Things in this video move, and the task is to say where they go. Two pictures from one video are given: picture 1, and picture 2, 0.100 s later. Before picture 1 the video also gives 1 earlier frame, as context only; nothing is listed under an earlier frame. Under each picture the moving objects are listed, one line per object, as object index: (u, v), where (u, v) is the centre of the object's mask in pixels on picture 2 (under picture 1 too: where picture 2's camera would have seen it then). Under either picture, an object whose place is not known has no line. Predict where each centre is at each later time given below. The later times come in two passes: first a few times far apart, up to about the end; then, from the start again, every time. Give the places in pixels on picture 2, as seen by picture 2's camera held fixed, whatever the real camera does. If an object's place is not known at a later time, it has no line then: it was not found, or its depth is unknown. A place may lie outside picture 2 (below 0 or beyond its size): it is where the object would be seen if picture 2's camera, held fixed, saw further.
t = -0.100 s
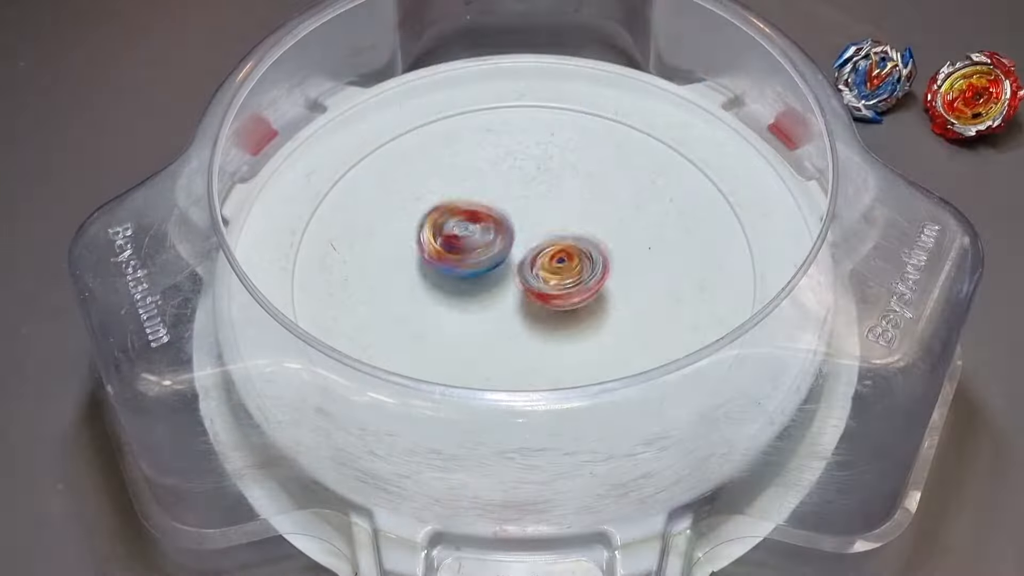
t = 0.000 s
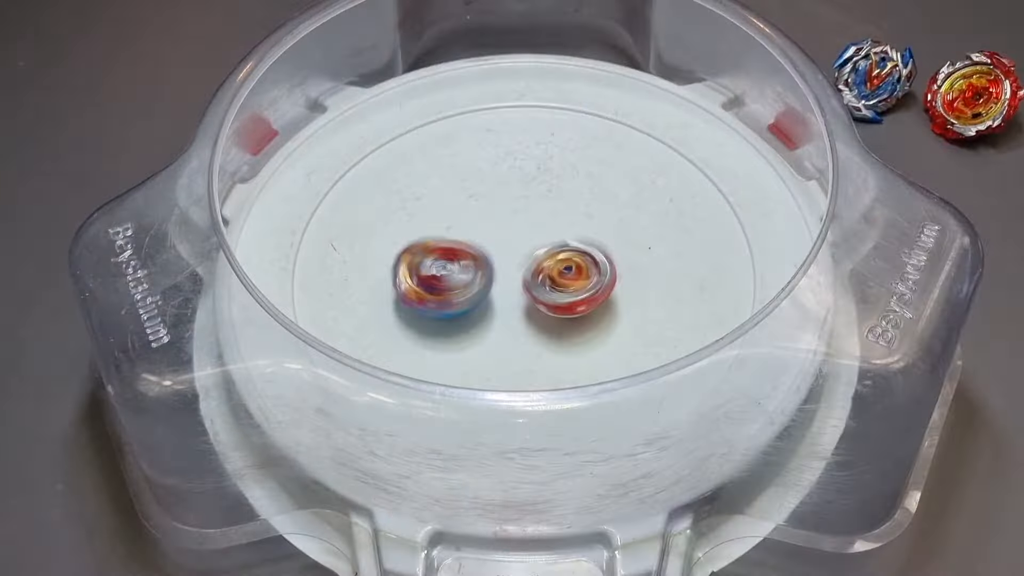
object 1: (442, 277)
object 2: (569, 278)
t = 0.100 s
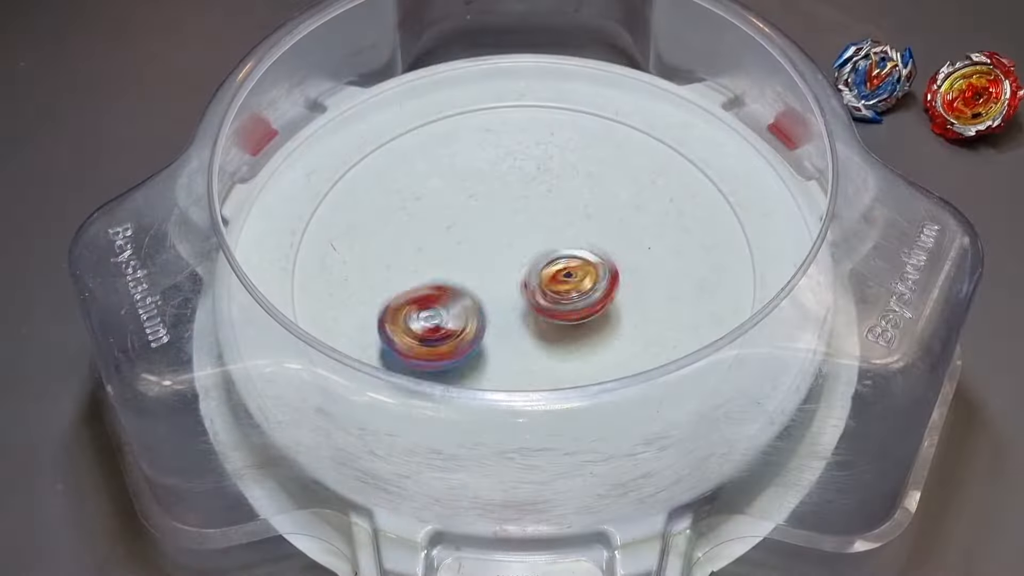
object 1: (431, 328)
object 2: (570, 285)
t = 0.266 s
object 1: (528, 360)
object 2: (571, 284)
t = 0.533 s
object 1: (574, 276)
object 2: (588, 198)
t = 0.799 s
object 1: (394, 273)
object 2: (538, 154)
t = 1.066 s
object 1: (477, 352)
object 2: (502, 186)
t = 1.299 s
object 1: (637, 279)
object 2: (446, 138)
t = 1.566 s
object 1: (671, 205)
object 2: (428, 168)
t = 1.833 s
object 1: (461, 195)
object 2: (506, 267)
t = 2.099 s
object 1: (432, 365)
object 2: (554, 268)
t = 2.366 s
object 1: (661, 327)
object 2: (578, 258)
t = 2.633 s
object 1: (713, 199)
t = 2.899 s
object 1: (484, 208)
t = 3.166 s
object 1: (664, 267)
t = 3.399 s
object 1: (647, 223)
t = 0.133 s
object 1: (441, 342)
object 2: (570, 286)
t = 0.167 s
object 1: (453, 351)
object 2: (571, 288)
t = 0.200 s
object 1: (478, 357)
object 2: (569, 288)
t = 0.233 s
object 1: (503, 358)
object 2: (569, 288)
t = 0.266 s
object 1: (528, 360)
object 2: (571, 284)
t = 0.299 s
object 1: (538, 361)
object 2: (585, 264)
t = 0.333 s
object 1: (551, 380)
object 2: (595, 245)
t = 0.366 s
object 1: (562, 357)
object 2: (601, 231)
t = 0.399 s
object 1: (578, 351)
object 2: (602, 218)
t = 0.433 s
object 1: (587, 338)
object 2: (601, 212)
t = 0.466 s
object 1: (594, 315)
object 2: (597, 208)
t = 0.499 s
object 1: (589, 295)
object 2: (589, 205)
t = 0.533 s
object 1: (574, 276)
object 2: (588, 198)
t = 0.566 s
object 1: (551, 271)
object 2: (588, 184)
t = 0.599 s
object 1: (527, 266)
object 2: (585, 172)
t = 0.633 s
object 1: (499, 258)
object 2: (578, 162)
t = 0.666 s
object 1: (472, 257)
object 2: (569, 156)
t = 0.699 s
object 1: (446, 256)
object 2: (561, 153)
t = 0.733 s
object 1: (425, 257)
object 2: (553, 152)
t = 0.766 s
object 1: (408, 264)
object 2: (545, 153)
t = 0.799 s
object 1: (394, 273)
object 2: (538, 154)
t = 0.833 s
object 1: (384, 282)
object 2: (531, 157)
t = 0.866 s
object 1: (378, 299)
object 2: (524, 160)
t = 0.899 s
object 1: (376, 316)
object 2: (521, 164)
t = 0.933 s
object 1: (384, 328)
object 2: (517, 169)
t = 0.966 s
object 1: (404, 341)
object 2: (514, 174)
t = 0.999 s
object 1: (427, 350)
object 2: (510, 178)
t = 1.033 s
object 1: (451, 354)
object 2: (506, 182)
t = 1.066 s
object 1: (477, 352)
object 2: (502, 186)
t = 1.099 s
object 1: (504, 347)
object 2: (497, 190)
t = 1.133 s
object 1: (523, 334)
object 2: (494, 193)
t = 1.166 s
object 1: (541, 314)
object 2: (494, 197)
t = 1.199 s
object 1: (553, 289)
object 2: (495, 201)
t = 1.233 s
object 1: (565, 265)
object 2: (496, 205)
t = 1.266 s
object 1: (605, 274)
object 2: (468, 169)
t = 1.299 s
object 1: (637, 279)
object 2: (446, 138)
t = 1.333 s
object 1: (666, 281)
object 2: (427, 114)
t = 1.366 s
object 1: (687, 279)
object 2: (415, 97)
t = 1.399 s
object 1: (700, 274)
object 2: (410, 94)
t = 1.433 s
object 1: (704, 264)
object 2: (407, 107)
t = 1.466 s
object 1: (705, 253)
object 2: (411, 121)
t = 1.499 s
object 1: (698, 239)
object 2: (415, 136)
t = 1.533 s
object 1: (687, 222)
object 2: (421, 151)
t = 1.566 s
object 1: (671, 205)
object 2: (428, 168)
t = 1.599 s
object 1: (650, 188)
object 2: (437, 186)
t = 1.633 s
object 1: (626, 175)
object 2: (447, 202)
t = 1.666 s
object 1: (600, 167)
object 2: (459, 217)
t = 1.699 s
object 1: (573, 164)
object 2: (469, 231)
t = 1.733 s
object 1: (545, 165)
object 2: (479, 242)
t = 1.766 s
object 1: (516, 171)
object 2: (488, 252)
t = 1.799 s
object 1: (488, 181)
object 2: (497, 261)
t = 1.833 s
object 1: (461, 195)
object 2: (506, 267)
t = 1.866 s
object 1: (438, 211)
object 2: (514, 271)
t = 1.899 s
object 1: (419, 229)
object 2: (521, 271)
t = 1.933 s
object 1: (406, 249)
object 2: (526, 271)
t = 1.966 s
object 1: (398, 272)
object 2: (532, 271)
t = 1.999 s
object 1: (396, 295)
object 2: (539, 270)
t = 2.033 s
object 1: (401, 320)
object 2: (545, 270)
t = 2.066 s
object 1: (416, 337)
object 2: (550, 268)
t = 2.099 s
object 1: (432, 365)
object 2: (554, 268)
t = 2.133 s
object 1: (456, 381)
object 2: (558, 266)
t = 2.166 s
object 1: (486, 389)
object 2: (560, 264)
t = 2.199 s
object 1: (519, 391)
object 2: (562, 262)
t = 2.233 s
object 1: (550, 390)
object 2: (565, 262)
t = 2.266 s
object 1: (591, 394)
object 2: (567, 262)
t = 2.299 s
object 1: (620, 373)
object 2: (570, 261)
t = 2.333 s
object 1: (644, 355)
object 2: (575, 259)
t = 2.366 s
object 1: (661, 327)
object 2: (578, 258)
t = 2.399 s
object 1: (674, 307)
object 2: (581, 259)
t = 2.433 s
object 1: (690, 287)
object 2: (573, 252)
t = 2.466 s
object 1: (719, 274)
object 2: (543, 233)
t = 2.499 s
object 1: (734, 261)
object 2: (516, 214)
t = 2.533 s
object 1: (745, 247)
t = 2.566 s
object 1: (741, 232)
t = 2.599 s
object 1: (730, 215)
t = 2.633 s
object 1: (713, 199)
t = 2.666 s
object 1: (691, 187)
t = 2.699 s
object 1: (666, 176)
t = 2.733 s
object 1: (637, 171)
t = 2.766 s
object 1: (607, 168)
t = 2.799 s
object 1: (573, 173)
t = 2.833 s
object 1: (544, 181)
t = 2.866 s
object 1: (512, 194)
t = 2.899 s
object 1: (484, 208)
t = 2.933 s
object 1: (459, 226)
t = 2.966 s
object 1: (482, 238)
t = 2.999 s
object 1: (522, 245)
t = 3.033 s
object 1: (560, 256)
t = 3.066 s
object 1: (593, 262)
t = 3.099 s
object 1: (622, 269)
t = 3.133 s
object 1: (645, 268)
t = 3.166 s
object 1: (664, 267)
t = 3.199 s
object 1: (673, 261)
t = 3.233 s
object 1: (682, 255)
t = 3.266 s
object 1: (681, 250)
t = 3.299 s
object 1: (679, 242)
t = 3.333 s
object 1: (671, 234)
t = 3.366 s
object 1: (663, 227)
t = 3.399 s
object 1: (647, 223)
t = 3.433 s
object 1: (629, 220)
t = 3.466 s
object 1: (609, 221)
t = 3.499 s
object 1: (586, 222)
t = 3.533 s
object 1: (567, 228)
